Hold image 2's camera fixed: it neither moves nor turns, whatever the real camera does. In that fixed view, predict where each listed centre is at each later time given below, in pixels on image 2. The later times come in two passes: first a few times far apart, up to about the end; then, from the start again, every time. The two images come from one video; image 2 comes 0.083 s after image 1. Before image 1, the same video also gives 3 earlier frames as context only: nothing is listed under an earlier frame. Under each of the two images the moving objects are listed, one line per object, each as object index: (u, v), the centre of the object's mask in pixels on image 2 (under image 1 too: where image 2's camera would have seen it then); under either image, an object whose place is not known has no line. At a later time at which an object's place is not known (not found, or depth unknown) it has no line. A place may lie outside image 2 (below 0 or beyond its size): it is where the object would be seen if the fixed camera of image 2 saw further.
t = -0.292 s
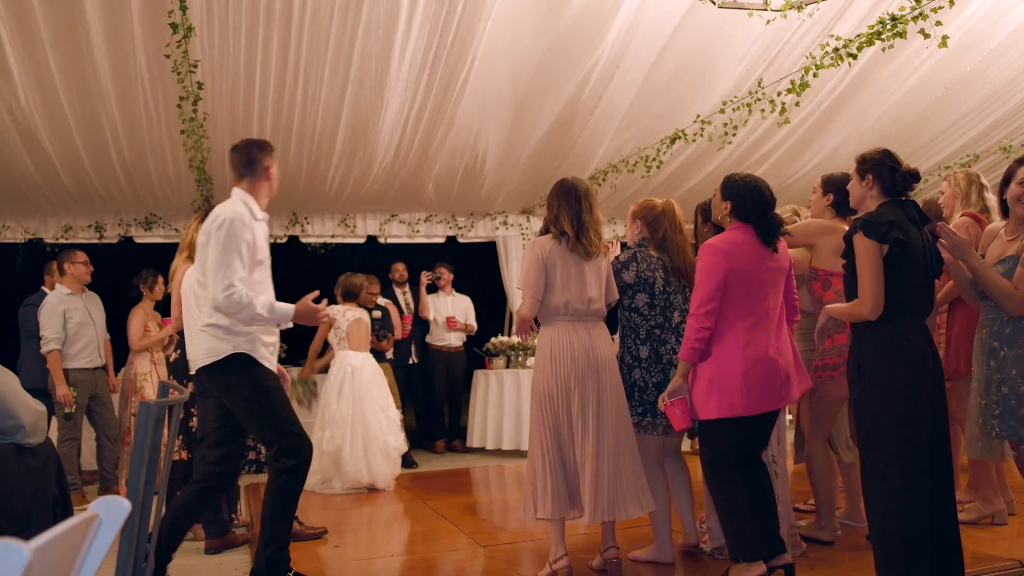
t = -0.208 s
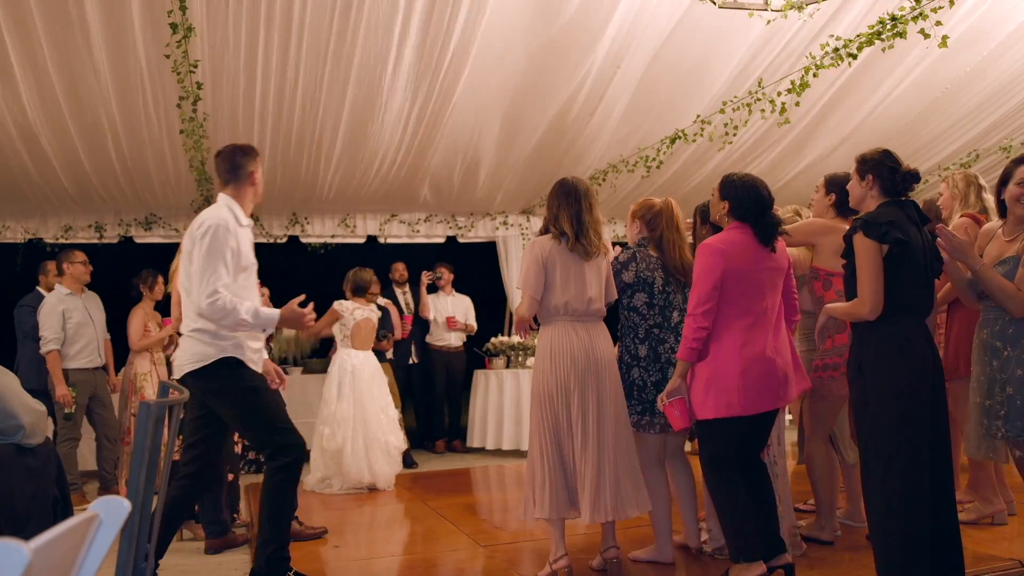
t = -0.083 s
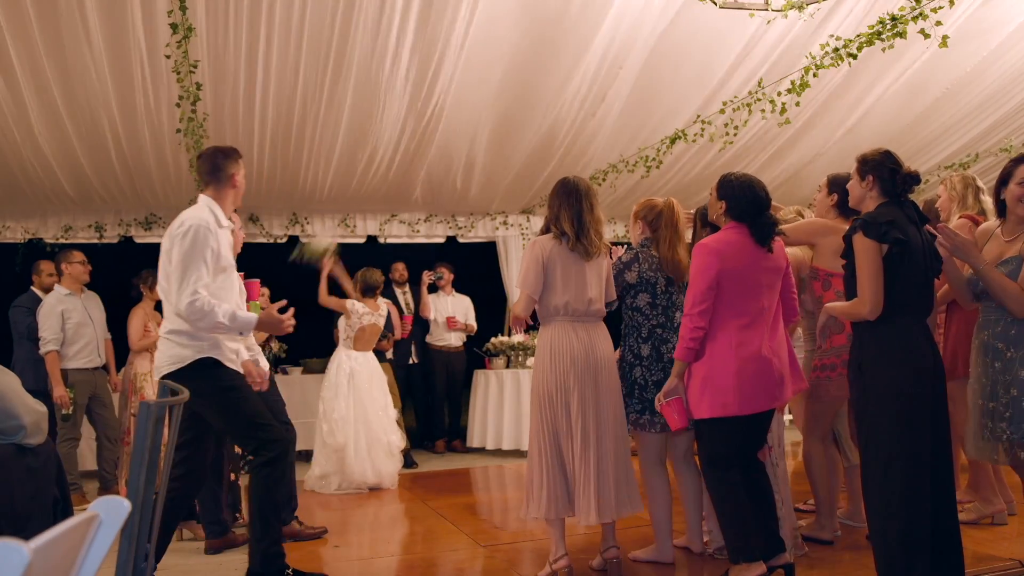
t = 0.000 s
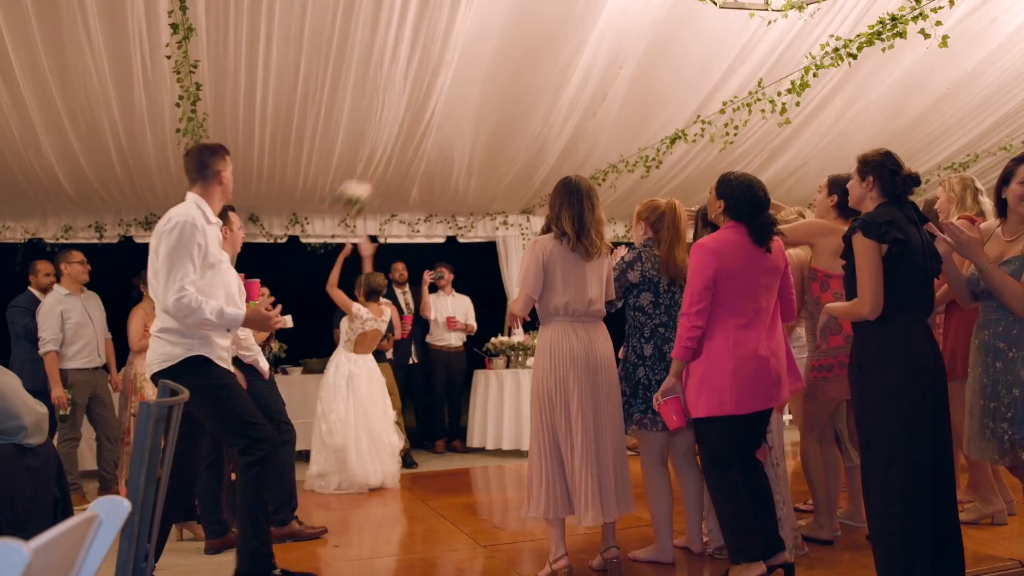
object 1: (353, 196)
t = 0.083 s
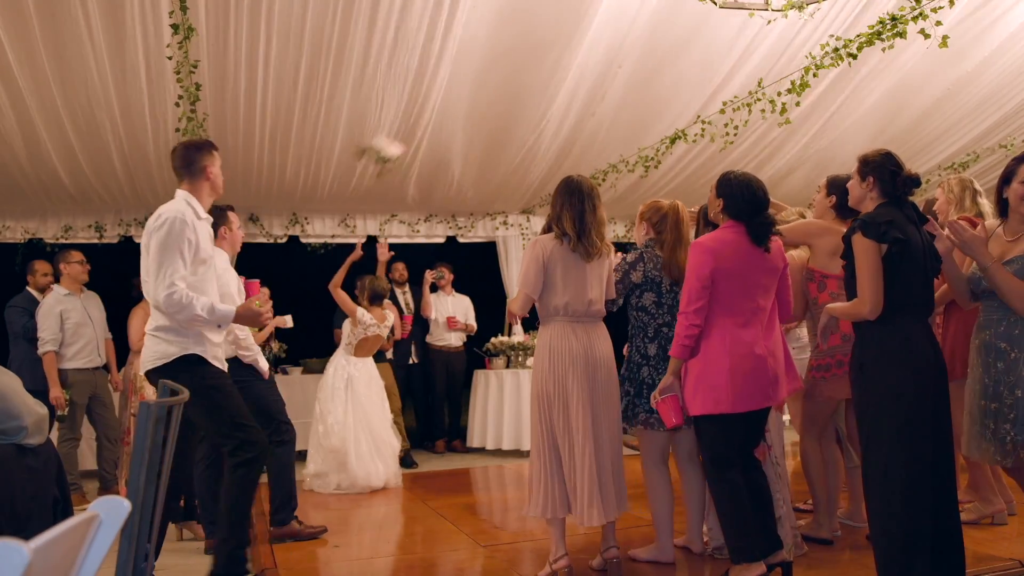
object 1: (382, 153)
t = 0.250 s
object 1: (445, 94)
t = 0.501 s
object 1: (544, 79)
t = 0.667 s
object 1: (614, 120)
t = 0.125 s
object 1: (396, 134)
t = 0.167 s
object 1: (411, 116)
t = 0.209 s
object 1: (429, 104)
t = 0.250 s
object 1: (445, 94)
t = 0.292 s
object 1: (460, 83)
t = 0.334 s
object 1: (476, 76)
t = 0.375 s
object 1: (492, 72)
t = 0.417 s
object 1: (510, 72)
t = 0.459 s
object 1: (526, 74)
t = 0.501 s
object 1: (544, 79)
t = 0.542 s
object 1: (561, 84)
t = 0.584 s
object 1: (578, 93)
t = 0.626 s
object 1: (594, 107)
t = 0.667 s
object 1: (614, 120)
